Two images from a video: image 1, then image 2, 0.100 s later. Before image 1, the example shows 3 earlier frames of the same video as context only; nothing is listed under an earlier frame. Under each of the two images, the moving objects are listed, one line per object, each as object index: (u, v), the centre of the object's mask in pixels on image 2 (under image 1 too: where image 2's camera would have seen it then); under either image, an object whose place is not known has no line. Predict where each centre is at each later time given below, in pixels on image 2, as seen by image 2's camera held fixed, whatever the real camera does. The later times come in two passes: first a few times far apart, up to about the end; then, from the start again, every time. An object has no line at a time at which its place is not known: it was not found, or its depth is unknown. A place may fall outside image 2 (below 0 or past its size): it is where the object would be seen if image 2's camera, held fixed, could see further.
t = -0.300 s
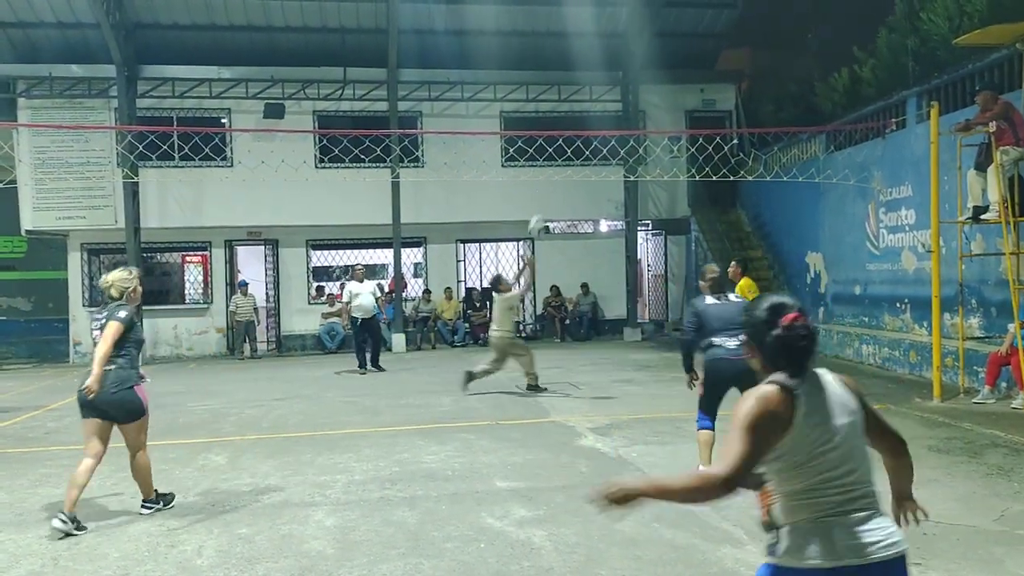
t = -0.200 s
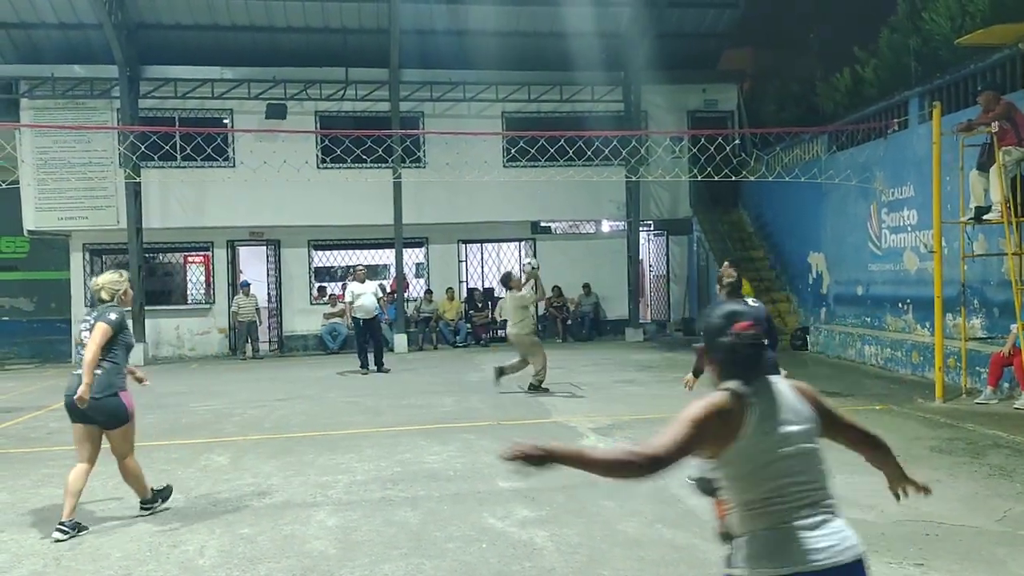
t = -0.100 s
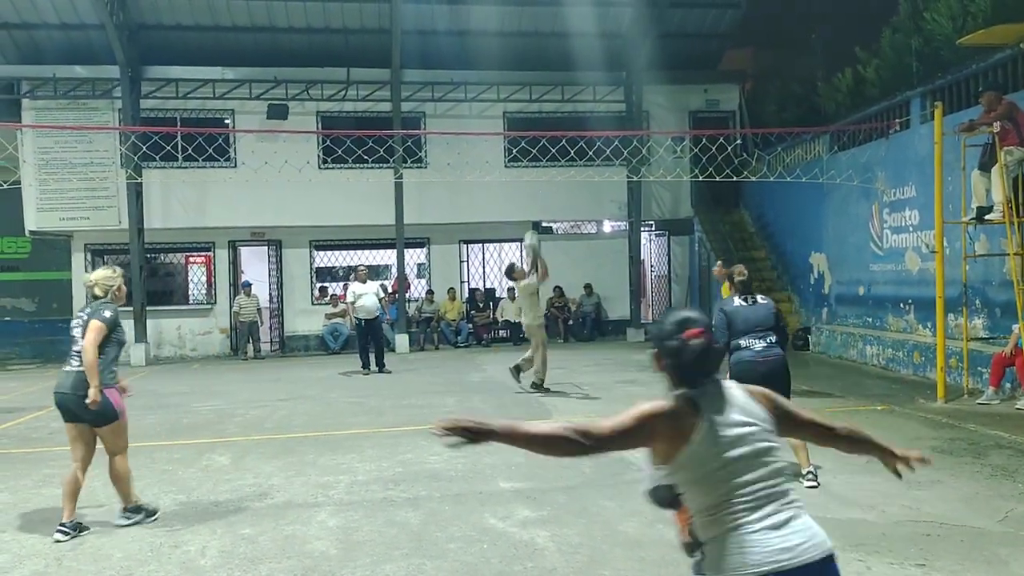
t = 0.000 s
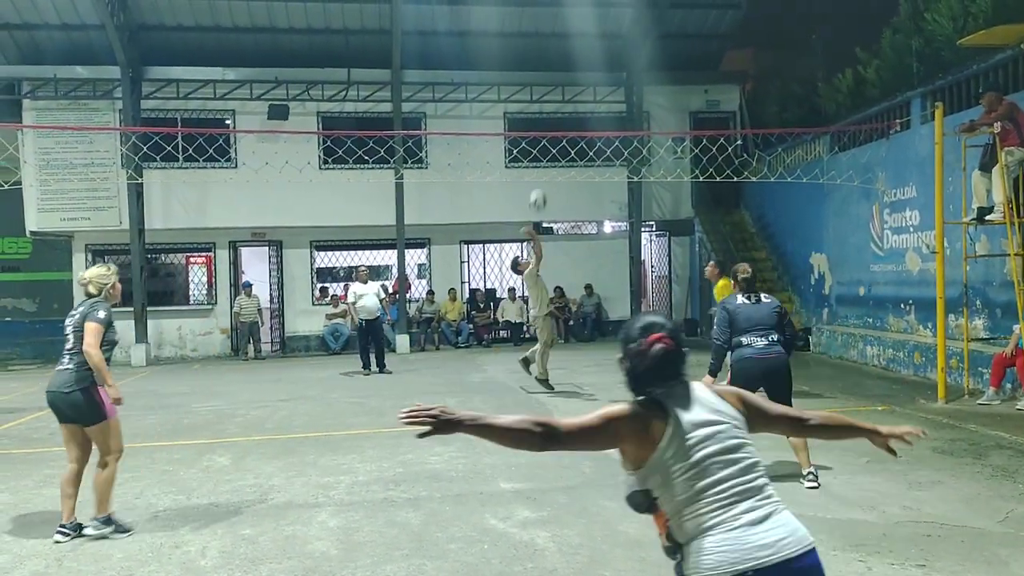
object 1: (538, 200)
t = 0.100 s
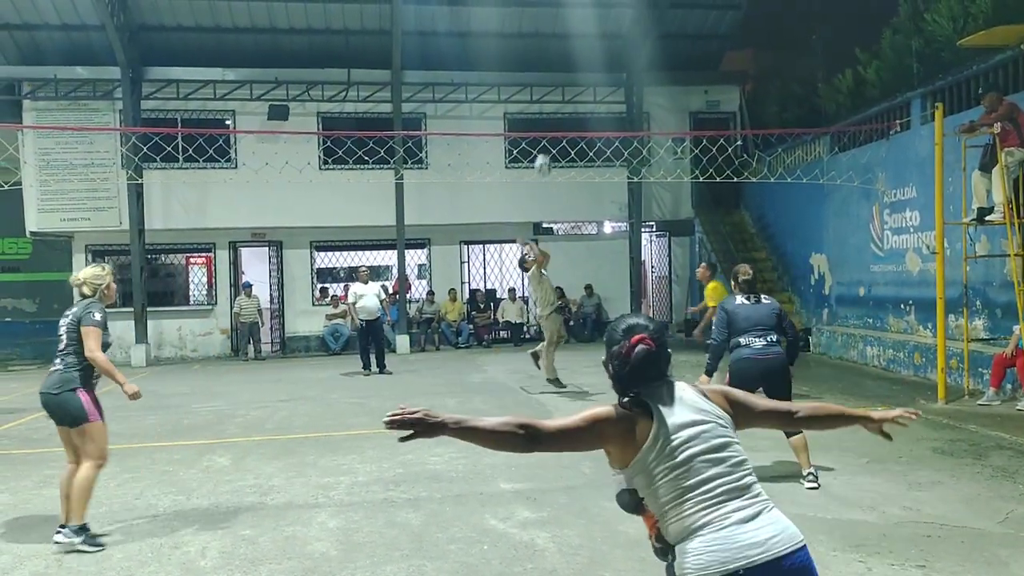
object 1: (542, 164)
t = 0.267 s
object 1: (553, 122)
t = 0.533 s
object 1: (569, 100)
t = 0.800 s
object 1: (589, 137)
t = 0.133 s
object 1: (545, 155)
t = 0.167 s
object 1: (546, 146)
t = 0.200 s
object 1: (549, 137)
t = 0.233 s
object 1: (551, 127)
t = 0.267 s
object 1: (553, 122)
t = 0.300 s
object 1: (555, 117)
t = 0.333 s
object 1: (557, 112)
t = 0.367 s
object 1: (559, 108)
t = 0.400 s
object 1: (561, 104)
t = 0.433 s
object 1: (563, 100)
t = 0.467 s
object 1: (565, 99)
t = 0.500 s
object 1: (567, 99)
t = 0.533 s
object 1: (569, 100)
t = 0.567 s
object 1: (572, 101)
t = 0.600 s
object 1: (574, 103)
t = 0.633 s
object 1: (577, 106)
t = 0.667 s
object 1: (579, 111)
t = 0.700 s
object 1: (582, 116)
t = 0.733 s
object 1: (584, 122)
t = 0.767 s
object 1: (586, 128)
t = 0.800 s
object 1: (589, 137)
